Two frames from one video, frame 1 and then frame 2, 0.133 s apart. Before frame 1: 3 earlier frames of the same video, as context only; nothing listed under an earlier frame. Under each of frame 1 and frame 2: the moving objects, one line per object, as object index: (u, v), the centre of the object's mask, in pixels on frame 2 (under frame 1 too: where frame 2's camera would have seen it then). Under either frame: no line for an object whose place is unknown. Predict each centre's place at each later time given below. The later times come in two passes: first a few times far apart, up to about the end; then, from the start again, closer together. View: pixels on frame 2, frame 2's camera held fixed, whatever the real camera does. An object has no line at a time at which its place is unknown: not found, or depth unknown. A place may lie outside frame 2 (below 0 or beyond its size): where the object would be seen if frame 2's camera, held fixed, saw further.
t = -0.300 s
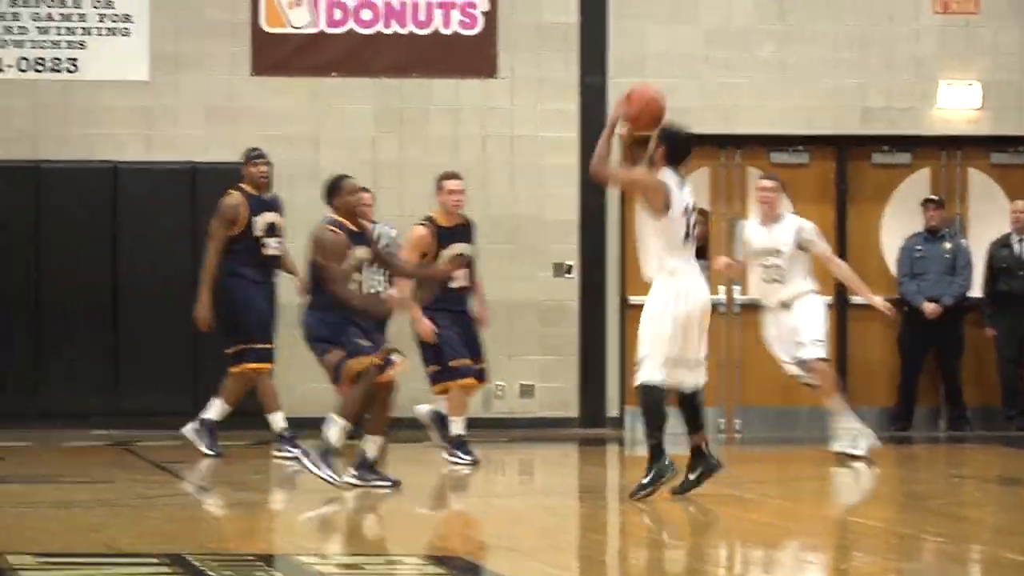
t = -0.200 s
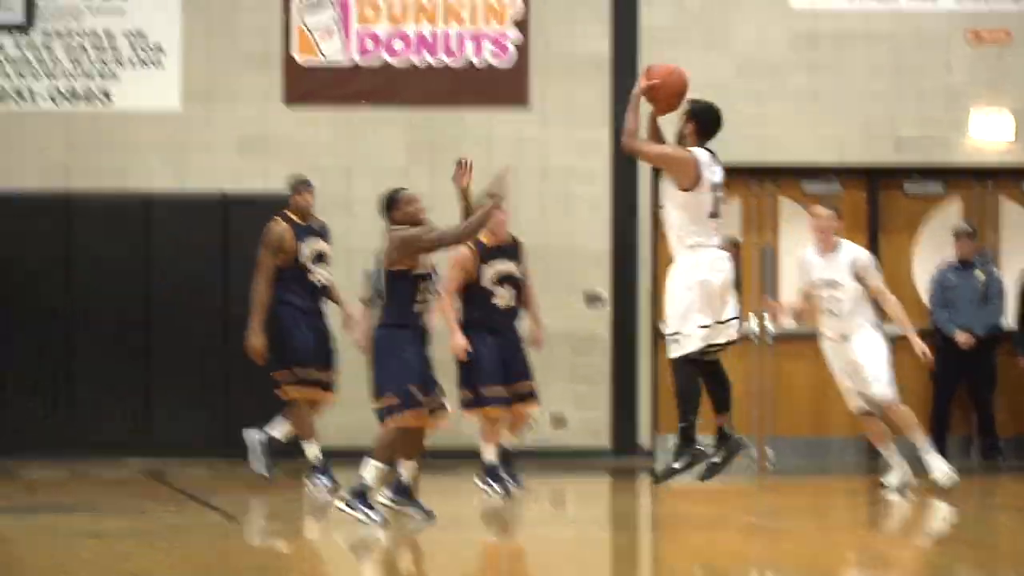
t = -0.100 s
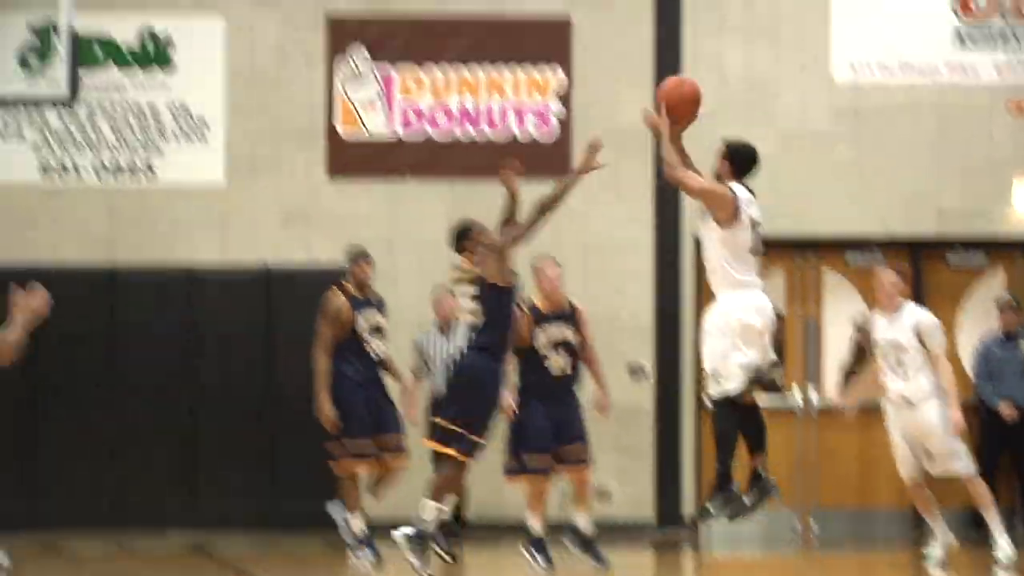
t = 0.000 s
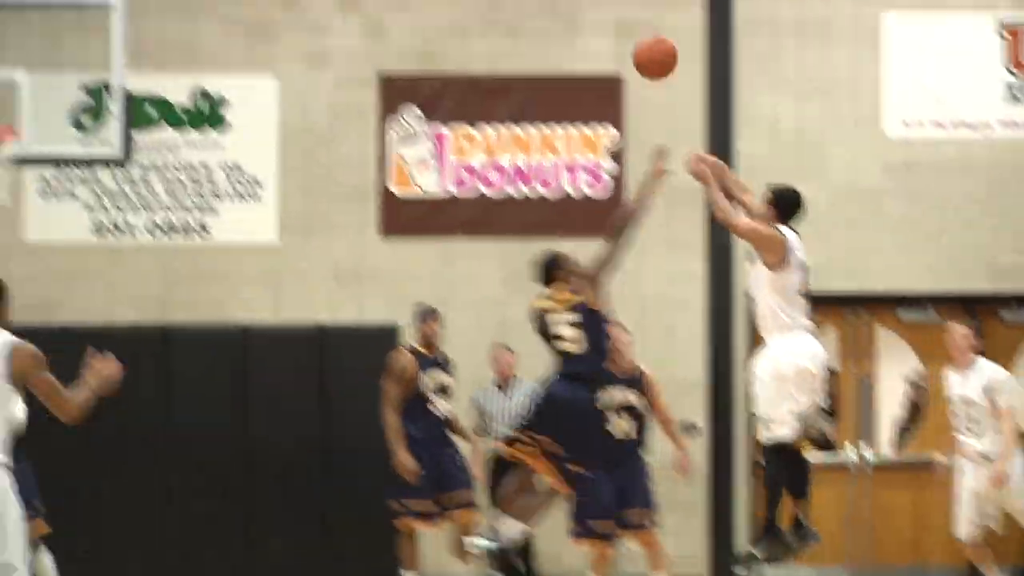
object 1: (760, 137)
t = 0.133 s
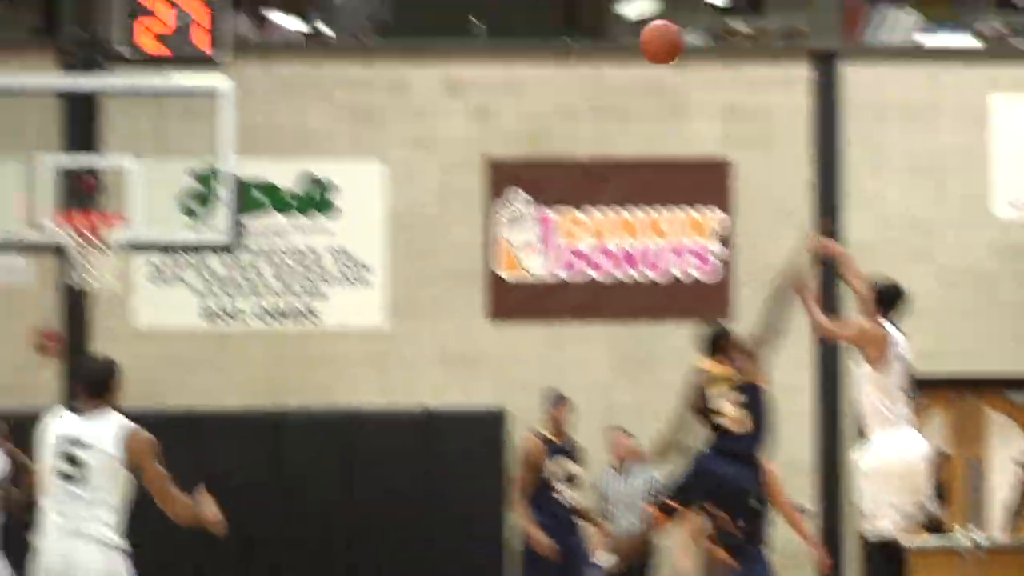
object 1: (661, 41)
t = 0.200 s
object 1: (612, 8)
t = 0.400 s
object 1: (478, -48)
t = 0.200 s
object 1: (612, 8)
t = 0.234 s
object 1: (589, -6)
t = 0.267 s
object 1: (567, -18)
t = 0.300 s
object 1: (544, -28)
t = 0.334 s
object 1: (521, -36)
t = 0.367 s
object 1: (499, -44)
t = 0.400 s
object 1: (478, -48)
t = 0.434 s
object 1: (456, -51)
